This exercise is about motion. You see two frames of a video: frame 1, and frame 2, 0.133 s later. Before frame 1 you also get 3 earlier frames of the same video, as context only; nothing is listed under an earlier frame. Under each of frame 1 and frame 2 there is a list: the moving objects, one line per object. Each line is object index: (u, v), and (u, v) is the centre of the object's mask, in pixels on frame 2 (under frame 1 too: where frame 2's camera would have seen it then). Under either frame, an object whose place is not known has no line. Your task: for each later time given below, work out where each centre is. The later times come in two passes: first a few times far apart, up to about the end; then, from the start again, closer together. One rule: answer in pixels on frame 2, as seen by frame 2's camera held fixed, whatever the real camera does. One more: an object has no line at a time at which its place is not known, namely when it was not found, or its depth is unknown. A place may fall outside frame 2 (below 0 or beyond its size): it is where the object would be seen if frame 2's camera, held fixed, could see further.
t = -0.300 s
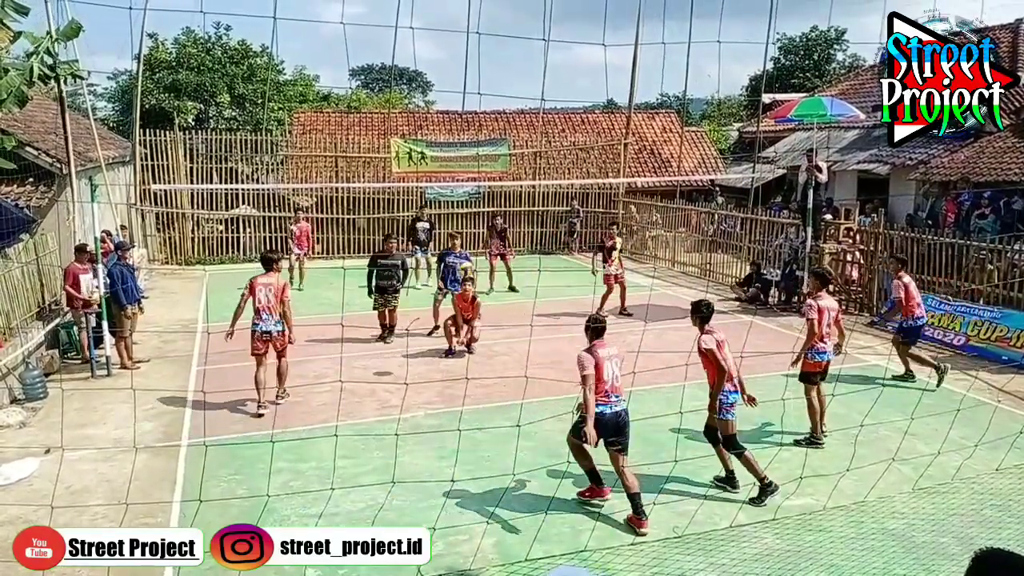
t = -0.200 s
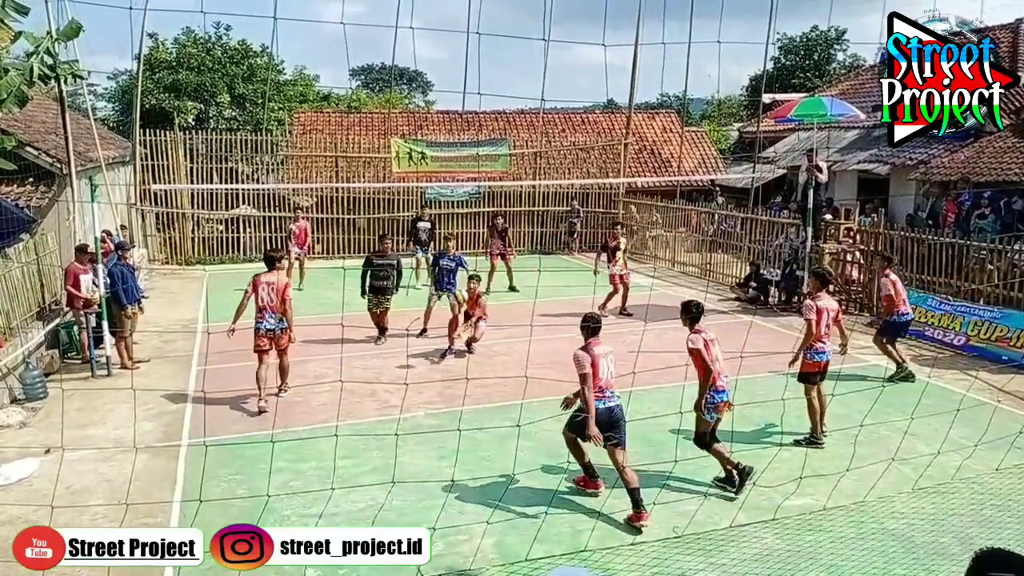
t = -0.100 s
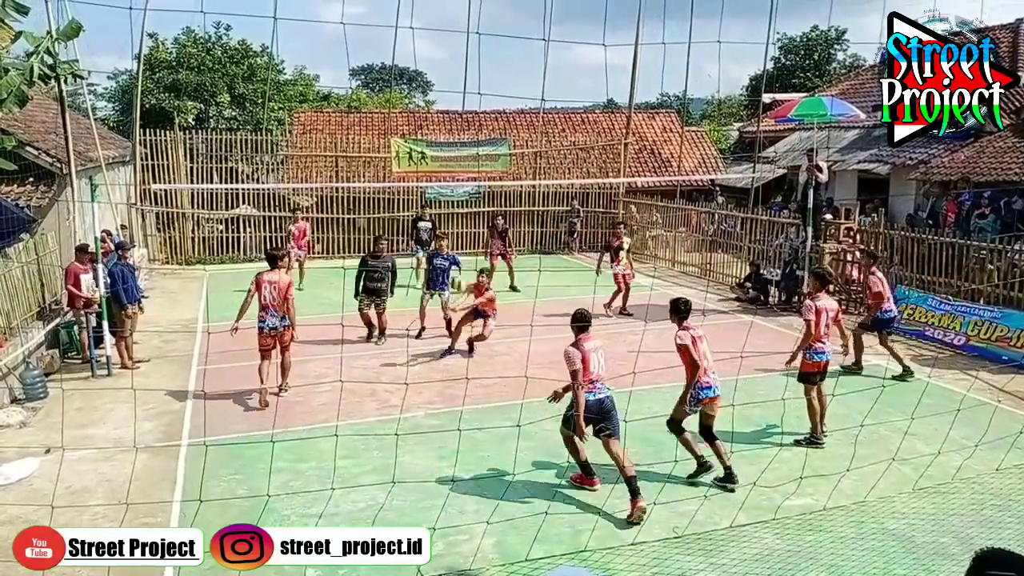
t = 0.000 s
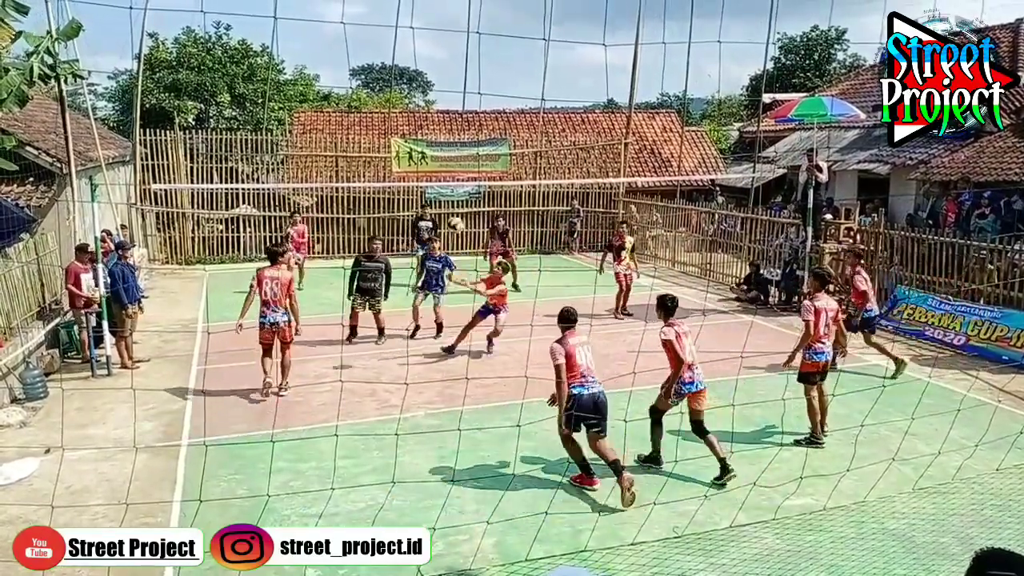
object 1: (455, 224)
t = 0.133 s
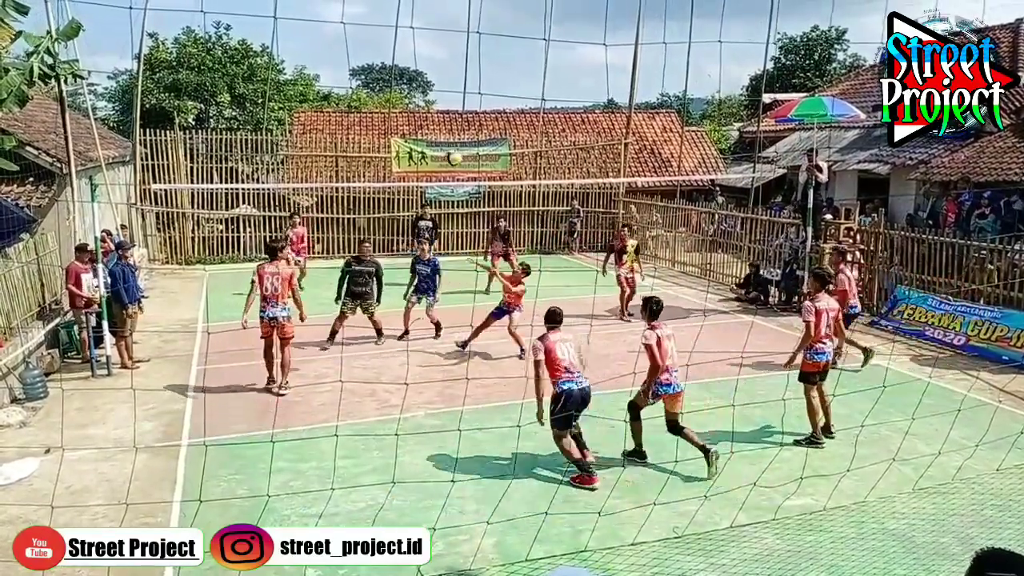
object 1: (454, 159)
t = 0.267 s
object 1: (450, 101)
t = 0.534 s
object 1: (446, 24)
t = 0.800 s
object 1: (442, 7)
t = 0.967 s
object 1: (439, 29)
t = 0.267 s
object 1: (450, 101)
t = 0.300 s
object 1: (450, 88)
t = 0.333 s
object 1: (448, 77)
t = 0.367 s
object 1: (448, 66)
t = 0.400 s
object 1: (448, 55)
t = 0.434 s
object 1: (447, 46)
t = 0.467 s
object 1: (447, 38)
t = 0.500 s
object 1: (447, 30)
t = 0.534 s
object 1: (446, 24)
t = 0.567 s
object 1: (446, 19)
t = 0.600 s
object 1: (445, 14)
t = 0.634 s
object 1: (444, 10)
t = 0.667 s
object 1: (444, 8)
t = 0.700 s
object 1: (443, 7)
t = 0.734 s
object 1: (443, 6)
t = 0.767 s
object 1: (442, 6)
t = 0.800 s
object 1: (442, 7)
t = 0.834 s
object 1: (441, 8)
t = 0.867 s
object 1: (440, 12)
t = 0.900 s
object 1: (440, 18)
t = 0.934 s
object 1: (440, 23)
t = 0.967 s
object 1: (439, 29)
